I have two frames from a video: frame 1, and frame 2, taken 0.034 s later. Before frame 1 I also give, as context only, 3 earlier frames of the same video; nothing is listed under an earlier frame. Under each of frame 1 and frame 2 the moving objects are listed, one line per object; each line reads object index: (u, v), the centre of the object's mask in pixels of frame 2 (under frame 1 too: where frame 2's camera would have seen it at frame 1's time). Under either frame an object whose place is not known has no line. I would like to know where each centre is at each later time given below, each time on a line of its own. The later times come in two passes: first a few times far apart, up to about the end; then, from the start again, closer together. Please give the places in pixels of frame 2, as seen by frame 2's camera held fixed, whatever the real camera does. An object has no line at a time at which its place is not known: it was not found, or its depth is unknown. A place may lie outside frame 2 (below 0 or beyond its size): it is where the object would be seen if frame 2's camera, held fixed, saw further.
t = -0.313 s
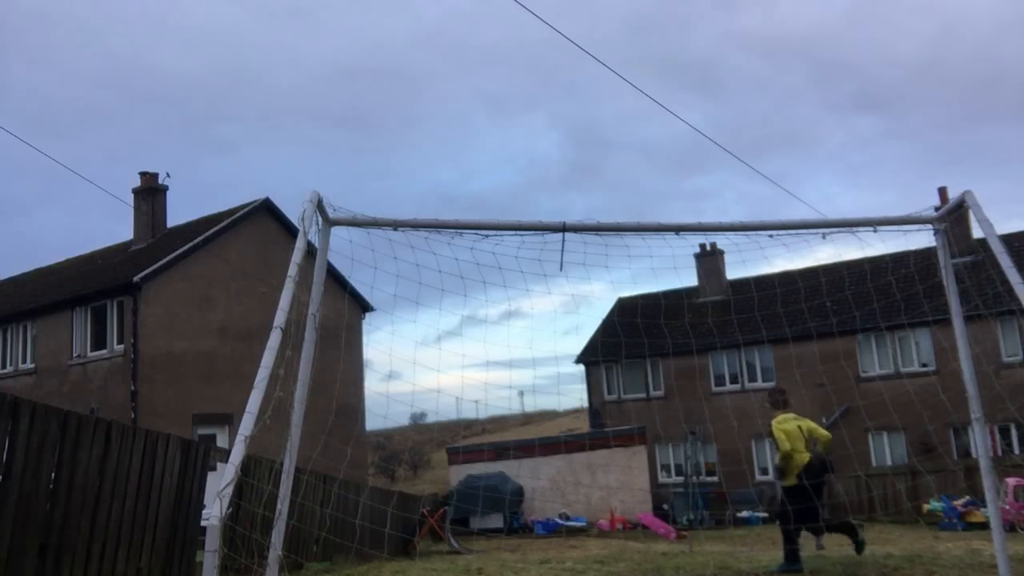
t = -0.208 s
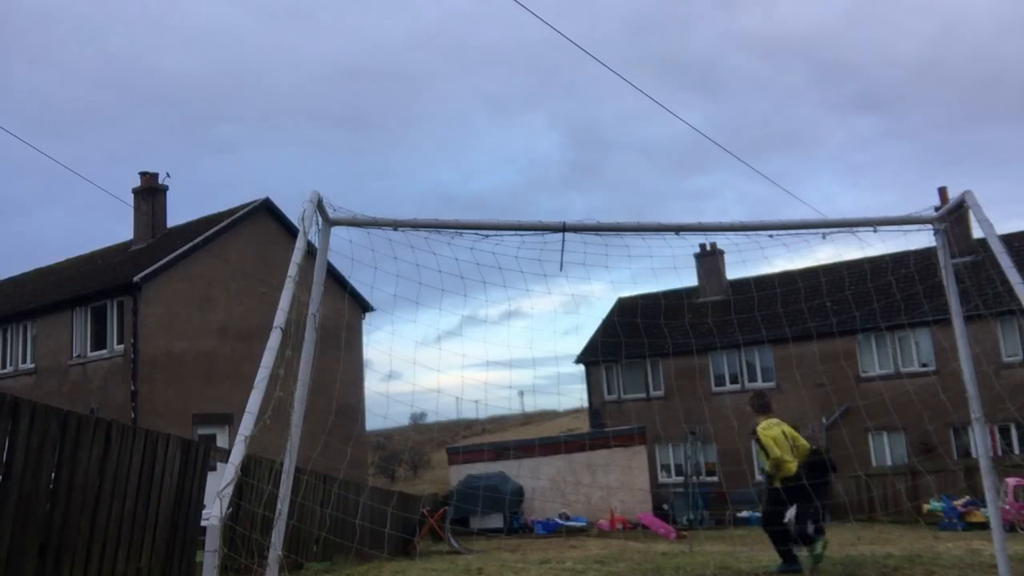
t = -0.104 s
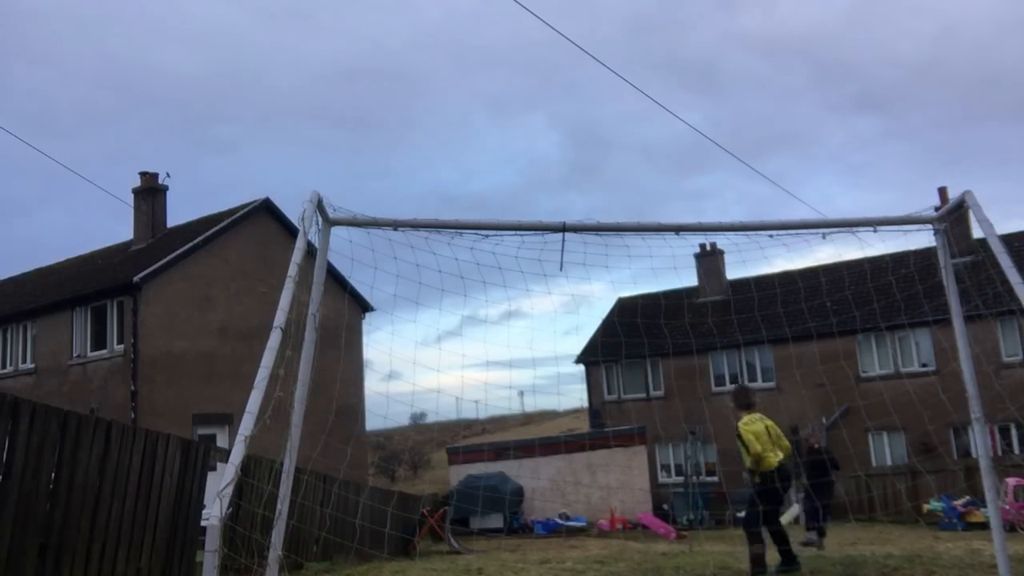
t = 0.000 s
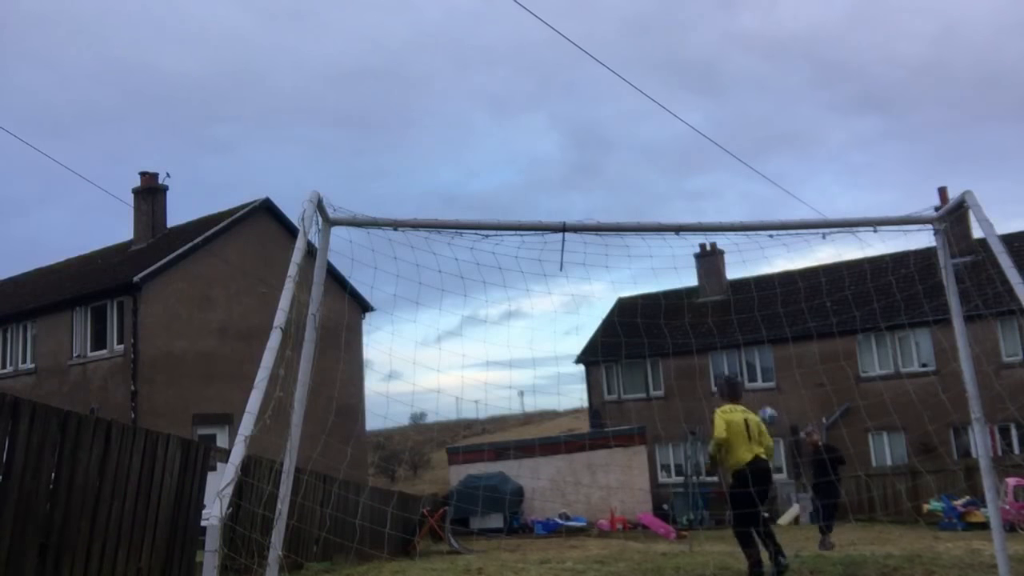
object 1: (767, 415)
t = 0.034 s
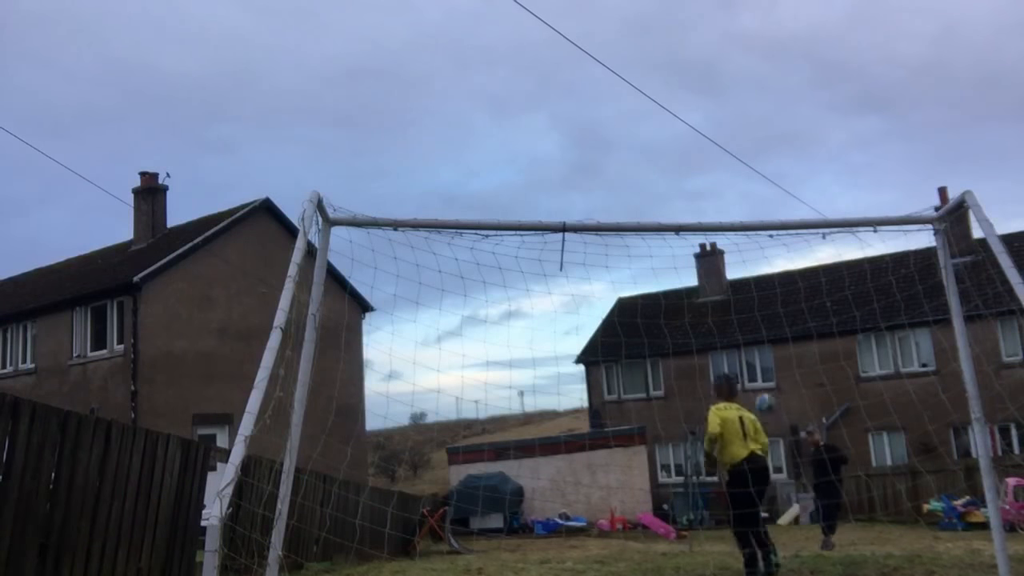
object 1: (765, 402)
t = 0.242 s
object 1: (753, 335)
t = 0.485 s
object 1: (741, 279)
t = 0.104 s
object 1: (761, 378)
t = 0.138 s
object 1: (758, 364)
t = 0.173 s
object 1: (757, 354)
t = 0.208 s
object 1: (754, 343)
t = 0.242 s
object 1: (753, 335)
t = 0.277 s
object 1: (750, 323)
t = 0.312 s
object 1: (749, 314)
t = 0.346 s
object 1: (747, 305)
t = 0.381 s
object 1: (745, 297)
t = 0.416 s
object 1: (743, 291)
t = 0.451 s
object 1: (742, 285)
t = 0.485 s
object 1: (741, 279)
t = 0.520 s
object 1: (739, 275)
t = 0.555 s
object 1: (739, 272)
